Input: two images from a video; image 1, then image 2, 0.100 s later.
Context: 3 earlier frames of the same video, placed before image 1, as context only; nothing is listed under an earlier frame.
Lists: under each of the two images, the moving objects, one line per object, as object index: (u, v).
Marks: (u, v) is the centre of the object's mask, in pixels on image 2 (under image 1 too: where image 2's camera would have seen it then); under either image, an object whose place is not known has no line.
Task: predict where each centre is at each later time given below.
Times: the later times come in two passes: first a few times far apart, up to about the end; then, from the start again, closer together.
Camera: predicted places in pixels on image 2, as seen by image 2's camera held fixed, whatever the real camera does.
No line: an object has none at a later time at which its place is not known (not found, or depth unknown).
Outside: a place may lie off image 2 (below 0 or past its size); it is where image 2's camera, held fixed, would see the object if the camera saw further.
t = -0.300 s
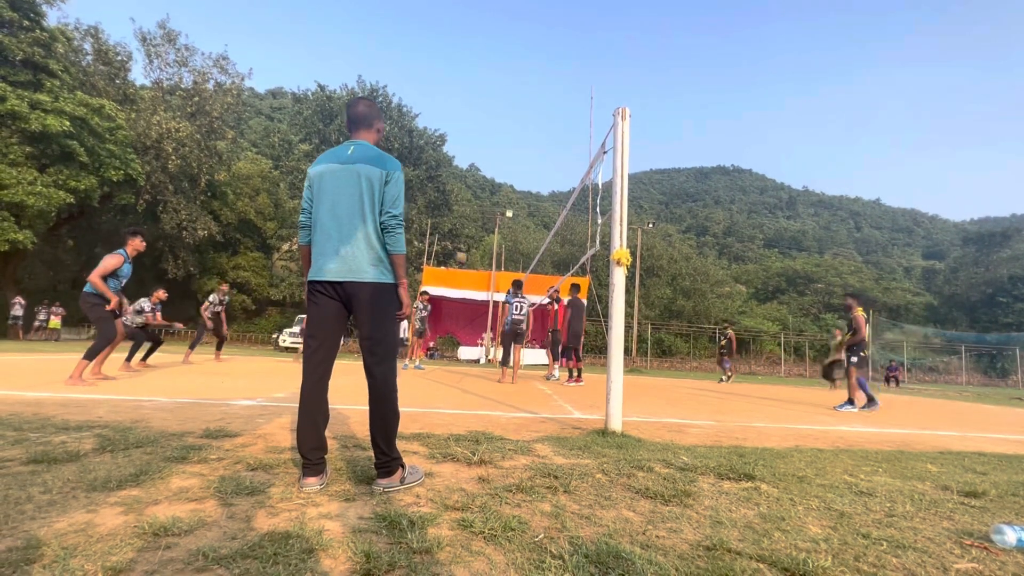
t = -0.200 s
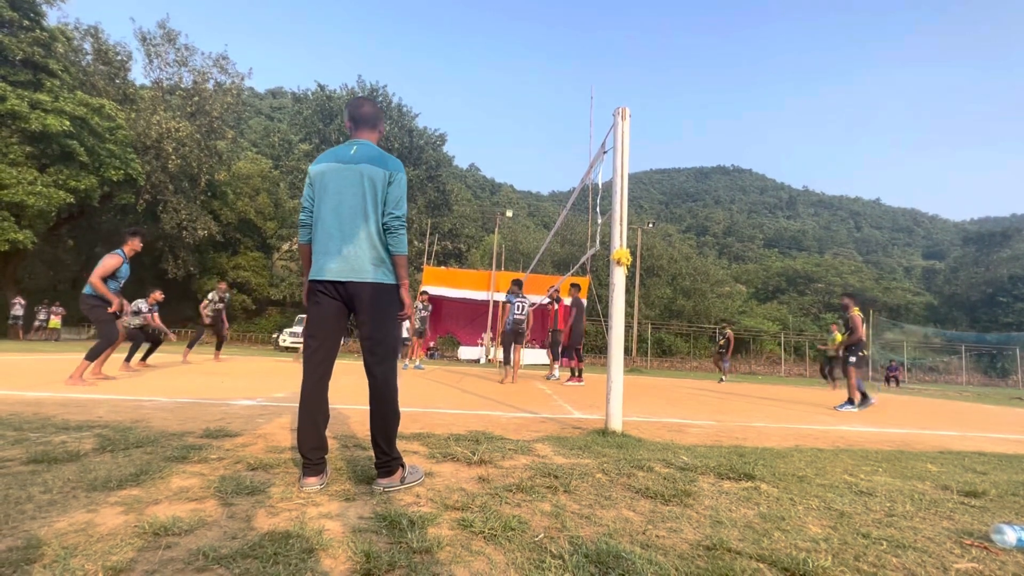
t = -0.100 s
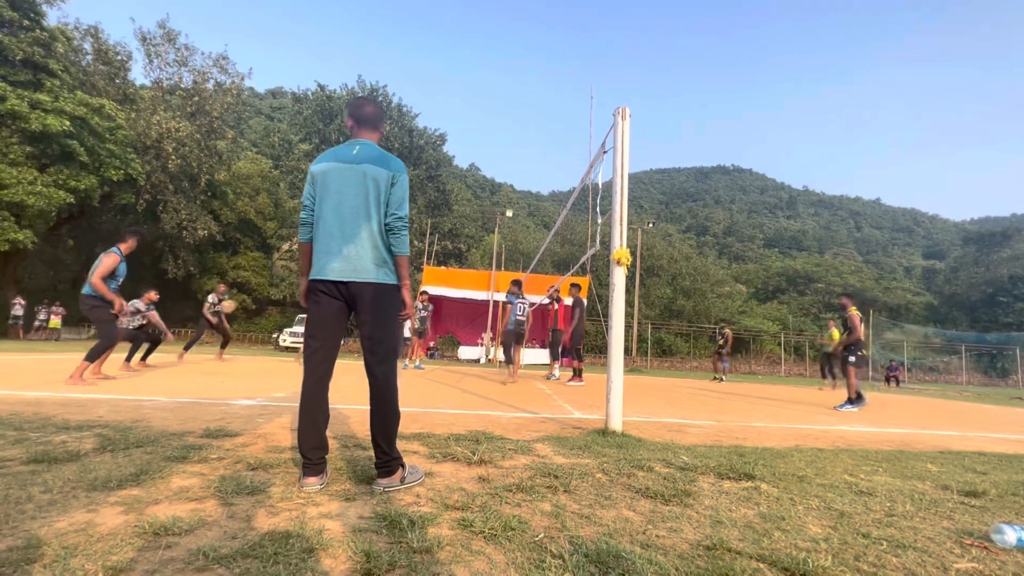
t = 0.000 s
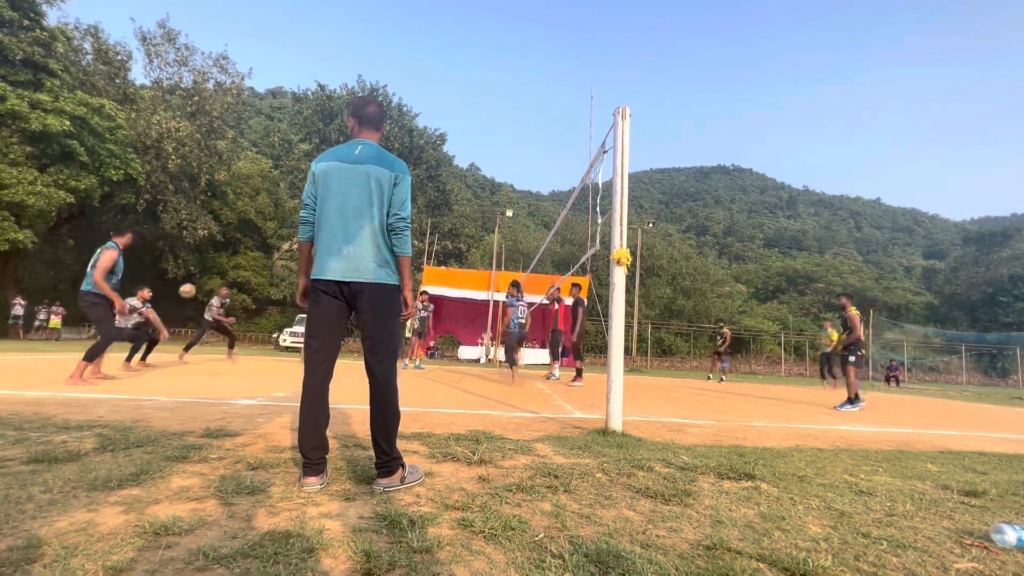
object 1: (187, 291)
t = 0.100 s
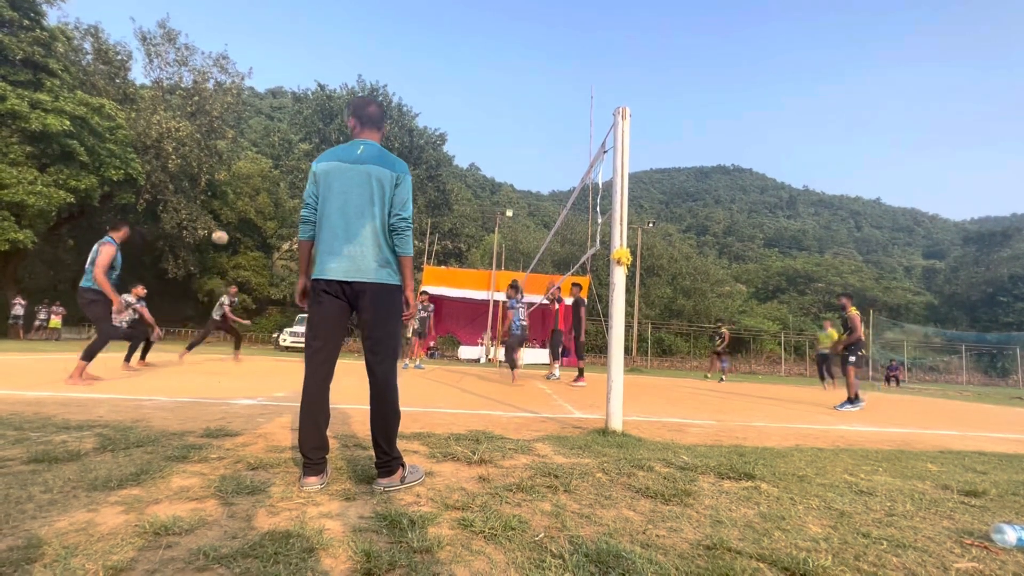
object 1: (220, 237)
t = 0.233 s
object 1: (259, 177)
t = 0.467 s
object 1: (317, 100)
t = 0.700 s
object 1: (367, 56)
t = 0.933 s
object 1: (412, 42)
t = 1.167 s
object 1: (455, 58)
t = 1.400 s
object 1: (497, 111)
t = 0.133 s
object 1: (230, 222)
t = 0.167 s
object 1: (240, 206)
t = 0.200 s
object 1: (249, 191)
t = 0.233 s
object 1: (259, 177)
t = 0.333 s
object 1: (284, 140)
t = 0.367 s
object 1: (293, 129)
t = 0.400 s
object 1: (300, 119)
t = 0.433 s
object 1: (309, 109)
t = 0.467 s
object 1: (317, 100)
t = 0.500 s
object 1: (323, 91)
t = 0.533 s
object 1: (332, 84)
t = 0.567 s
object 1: (339, 79)
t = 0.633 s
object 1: (354, 66)
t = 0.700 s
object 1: (367, 56)
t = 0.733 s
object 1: (373, 52)
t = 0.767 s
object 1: (381, 48)
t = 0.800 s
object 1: (387, 46)
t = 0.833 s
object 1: (393, 44)
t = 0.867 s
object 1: (399, 42)
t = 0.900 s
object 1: (406, 42)
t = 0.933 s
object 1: (412, 42)
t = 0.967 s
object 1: (419, 43)
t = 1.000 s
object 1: (425, 43)
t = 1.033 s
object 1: (430, 45)
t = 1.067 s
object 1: (436, 47)
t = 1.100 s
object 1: (443, 50)
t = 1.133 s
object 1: (448, 55)
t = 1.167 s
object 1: (455, 58)
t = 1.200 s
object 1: (460, 65)
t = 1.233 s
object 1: (467, 70)
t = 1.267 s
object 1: (473, 77)
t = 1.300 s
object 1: (479, 84)
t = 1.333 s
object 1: (485, 93)
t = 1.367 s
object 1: (491, 101)
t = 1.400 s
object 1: (497, 111)
